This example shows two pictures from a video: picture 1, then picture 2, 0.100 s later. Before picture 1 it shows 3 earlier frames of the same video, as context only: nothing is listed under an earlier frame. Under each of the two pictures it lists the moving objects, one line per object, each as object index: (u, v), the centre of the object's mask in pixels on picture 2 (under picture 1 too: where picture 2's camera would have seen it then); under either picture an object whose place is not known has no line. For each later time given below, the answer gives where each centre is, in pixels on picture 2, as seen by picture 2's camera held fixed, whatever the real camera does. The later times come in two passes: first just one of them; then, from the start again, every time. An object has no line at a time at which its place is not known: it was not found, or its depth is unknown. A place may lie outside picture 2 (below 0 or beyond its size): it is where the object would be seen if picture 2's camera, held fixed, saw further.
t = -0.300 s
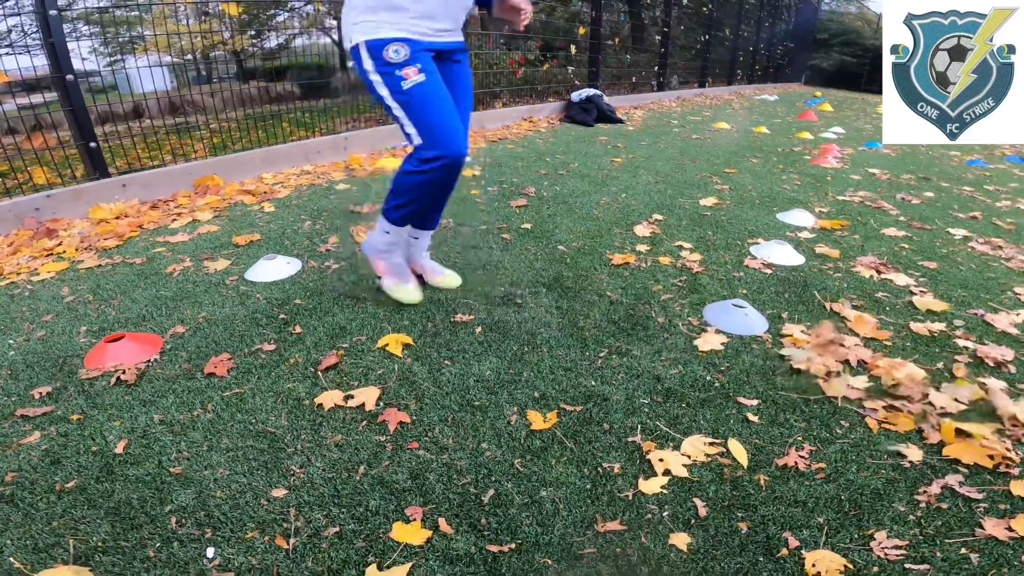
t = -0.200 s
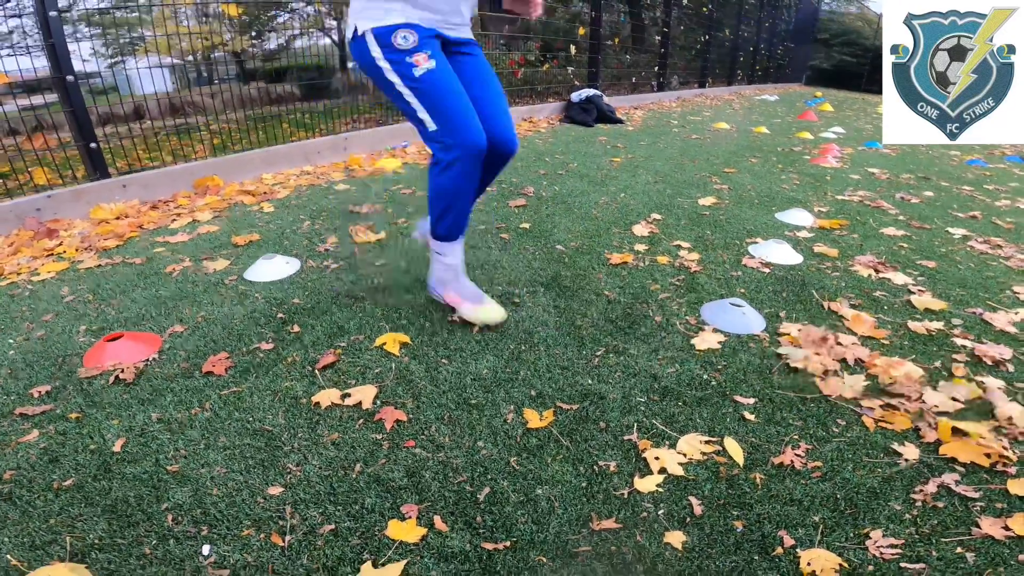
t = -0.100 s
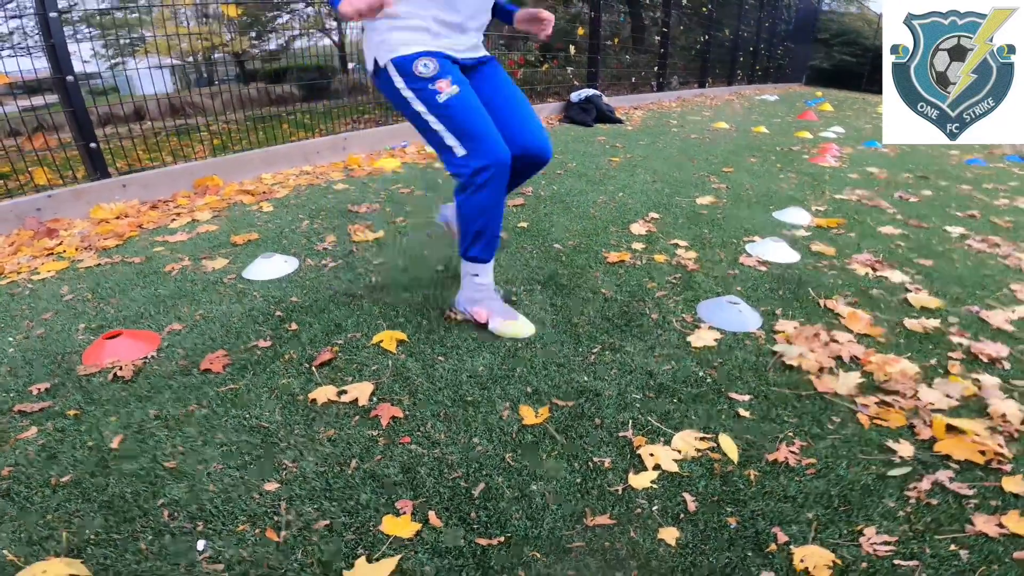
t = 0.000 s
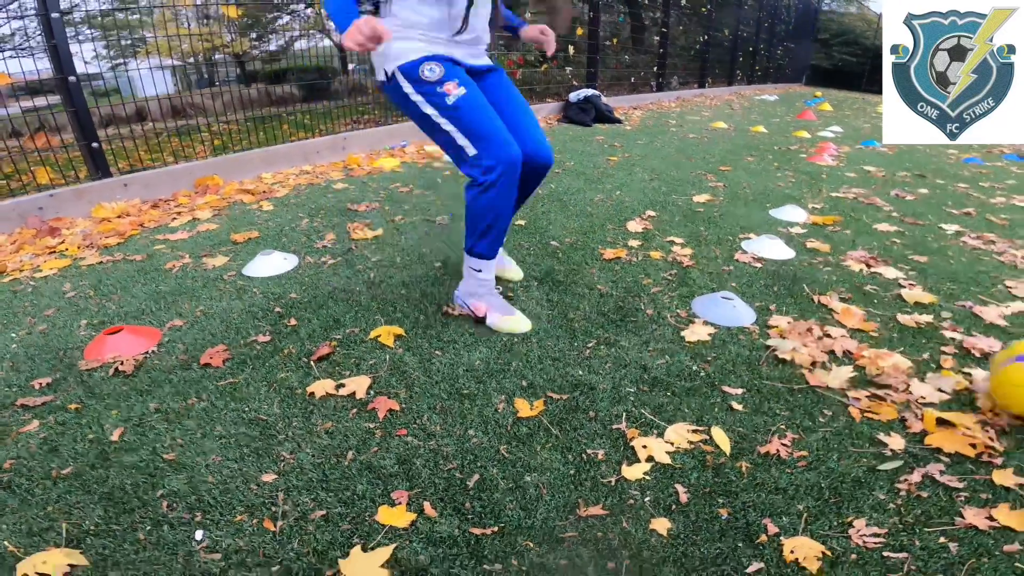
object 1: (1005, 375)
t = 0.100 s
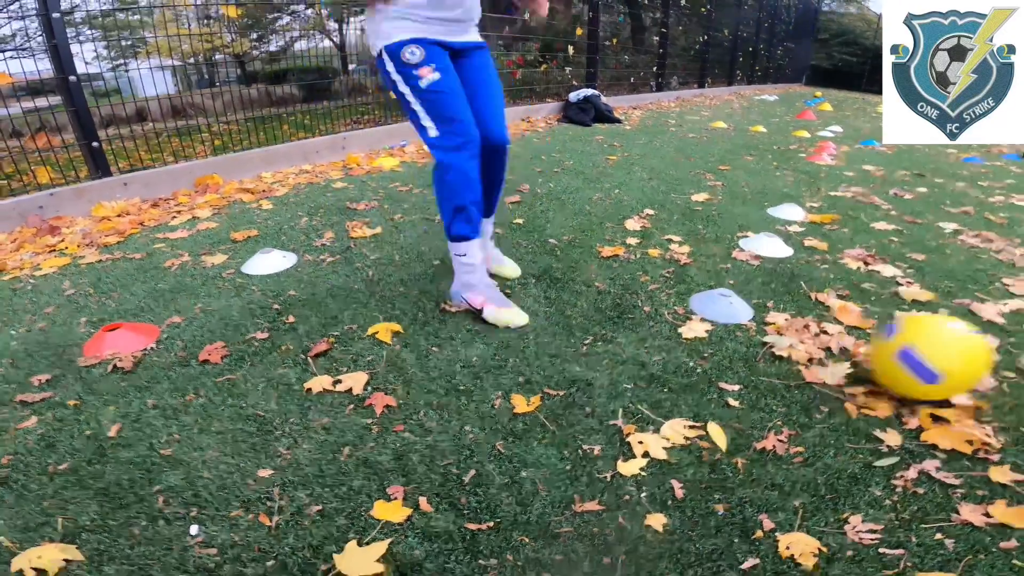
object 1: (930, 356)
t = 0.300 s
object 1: (742, 333)
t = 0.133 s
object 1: (893, 354)
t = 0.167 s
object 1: (858, 350)
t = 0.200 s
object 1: (829, 345)
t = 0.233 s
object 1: (799, 340)
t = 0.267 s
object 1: (769, 337)
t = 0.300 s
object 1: (742, 333)
